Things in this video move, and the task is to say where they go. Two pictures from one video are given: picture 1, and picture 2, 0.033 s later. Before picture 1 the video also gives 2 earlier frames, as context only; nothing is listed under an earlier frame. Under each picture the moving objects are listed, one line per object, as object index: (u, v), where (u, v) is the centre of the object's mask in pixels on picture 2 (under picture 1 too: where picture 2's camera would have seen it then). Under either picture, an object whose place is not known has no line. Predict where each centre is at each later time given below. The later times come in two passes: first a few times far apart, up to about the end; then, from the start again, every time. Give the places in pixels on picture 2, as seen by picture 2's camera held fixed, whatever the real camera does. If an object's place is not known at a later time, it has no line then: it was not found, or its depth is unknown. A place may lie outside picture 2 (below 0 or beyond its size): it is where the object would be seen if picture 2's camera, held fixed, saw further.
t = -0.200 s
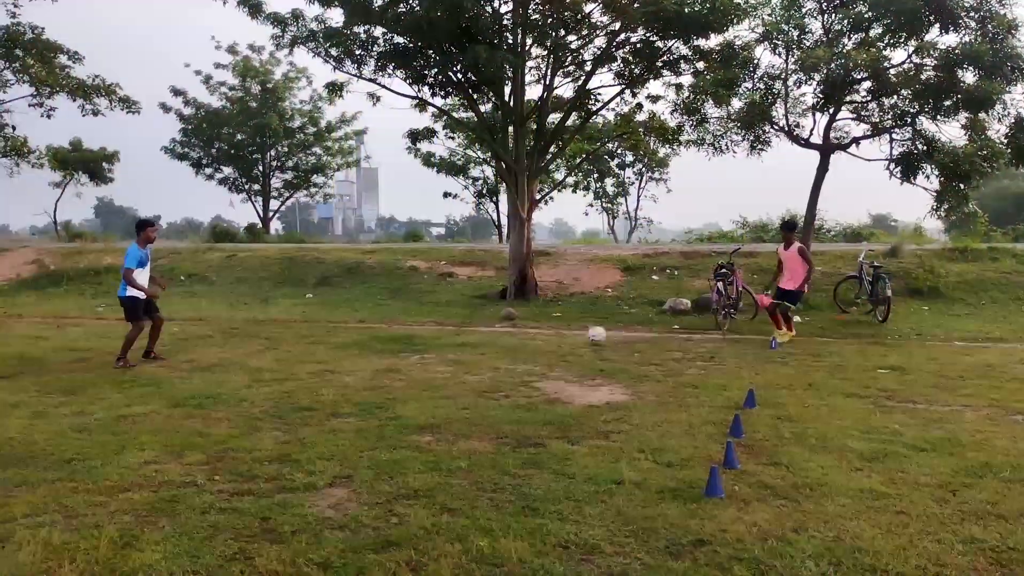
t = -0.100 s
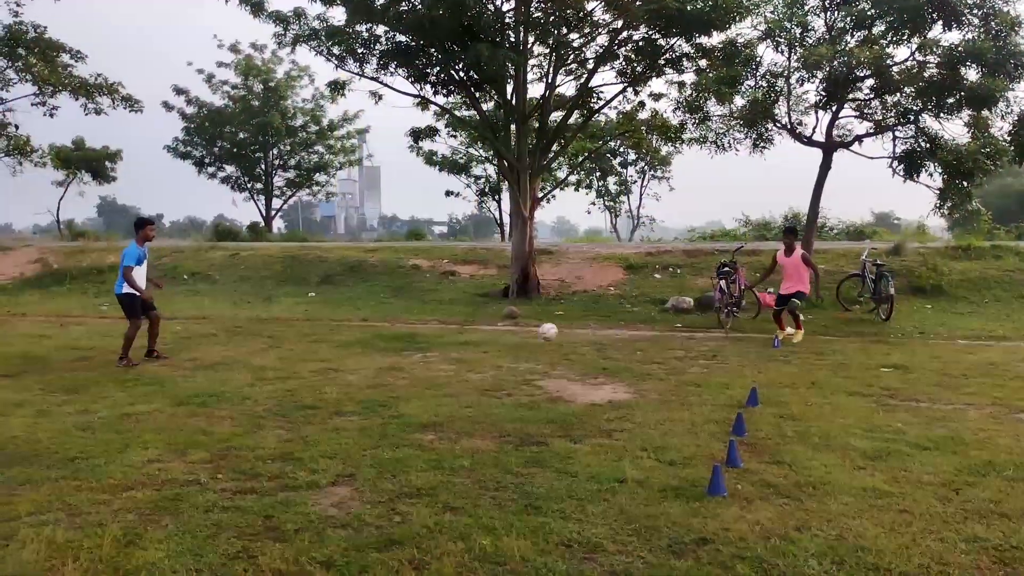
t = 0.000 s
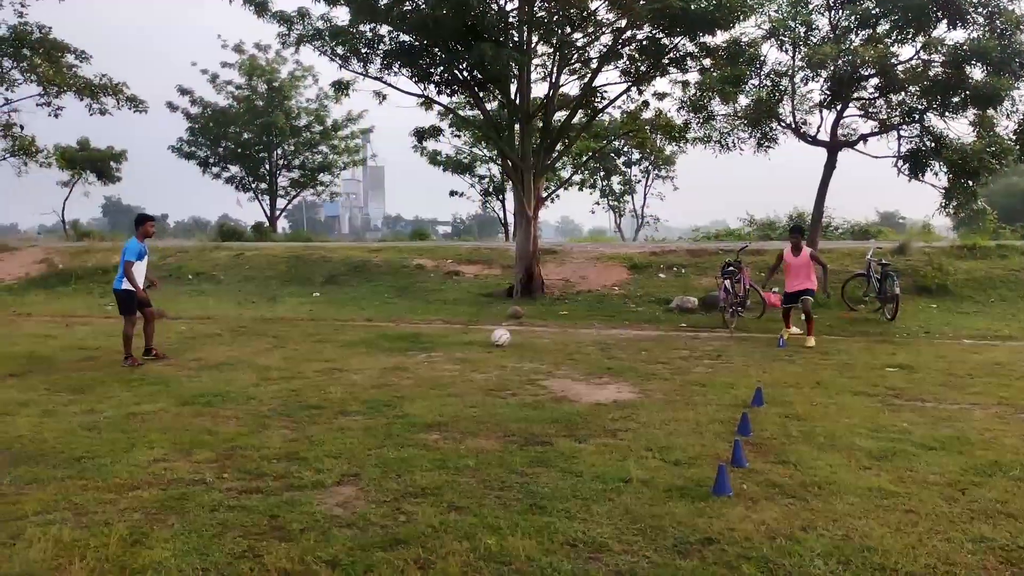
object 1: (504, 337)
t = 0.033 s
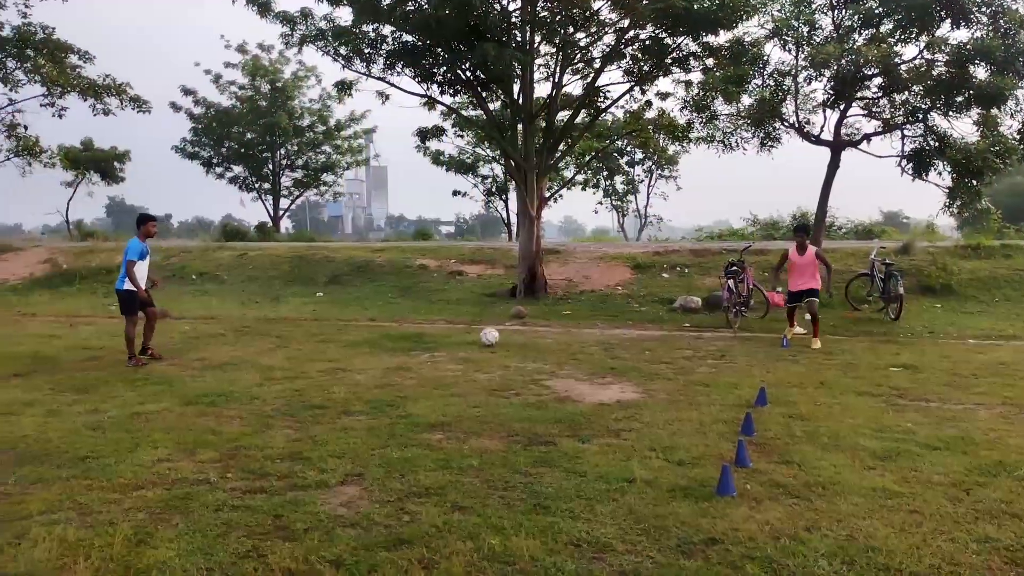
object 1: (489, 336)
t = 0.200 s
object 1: (420, 336)
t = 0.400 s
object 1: (333, 341)
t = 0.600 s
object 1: (244, 347)
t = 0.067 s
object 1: (476, 335)
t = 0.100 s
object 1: (463, 333)
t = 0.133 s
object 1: (448, 333)
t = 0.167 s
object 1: (433, 334)
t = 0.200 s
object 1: (420, 336)
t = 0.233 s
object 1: (406, 338)
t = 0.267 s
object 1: (391, 342)
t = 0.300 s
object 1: (377, 342)
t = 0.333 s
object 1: (363, 341)
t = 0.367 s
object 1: (348, 340)
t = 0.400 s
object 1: (333, 341)
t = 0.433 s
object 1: (318, 344)
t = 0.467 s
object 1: (304, 345)
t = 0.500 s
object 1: (289, 344)
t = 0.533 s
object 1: (274, 343)
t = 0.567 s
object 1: (259, 344)
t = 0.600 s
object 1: (244, 347)
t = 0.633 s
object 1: (229, 348)
